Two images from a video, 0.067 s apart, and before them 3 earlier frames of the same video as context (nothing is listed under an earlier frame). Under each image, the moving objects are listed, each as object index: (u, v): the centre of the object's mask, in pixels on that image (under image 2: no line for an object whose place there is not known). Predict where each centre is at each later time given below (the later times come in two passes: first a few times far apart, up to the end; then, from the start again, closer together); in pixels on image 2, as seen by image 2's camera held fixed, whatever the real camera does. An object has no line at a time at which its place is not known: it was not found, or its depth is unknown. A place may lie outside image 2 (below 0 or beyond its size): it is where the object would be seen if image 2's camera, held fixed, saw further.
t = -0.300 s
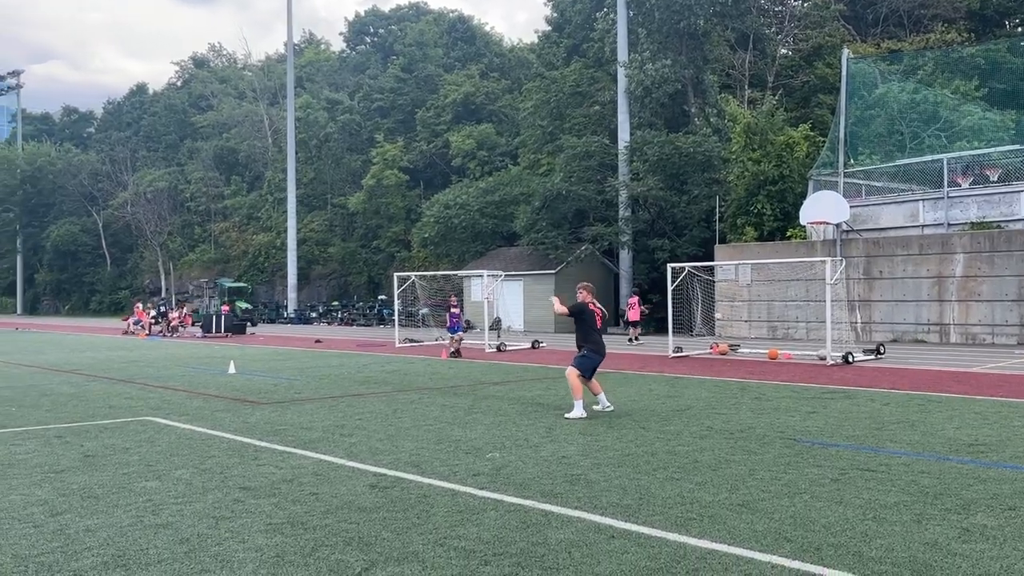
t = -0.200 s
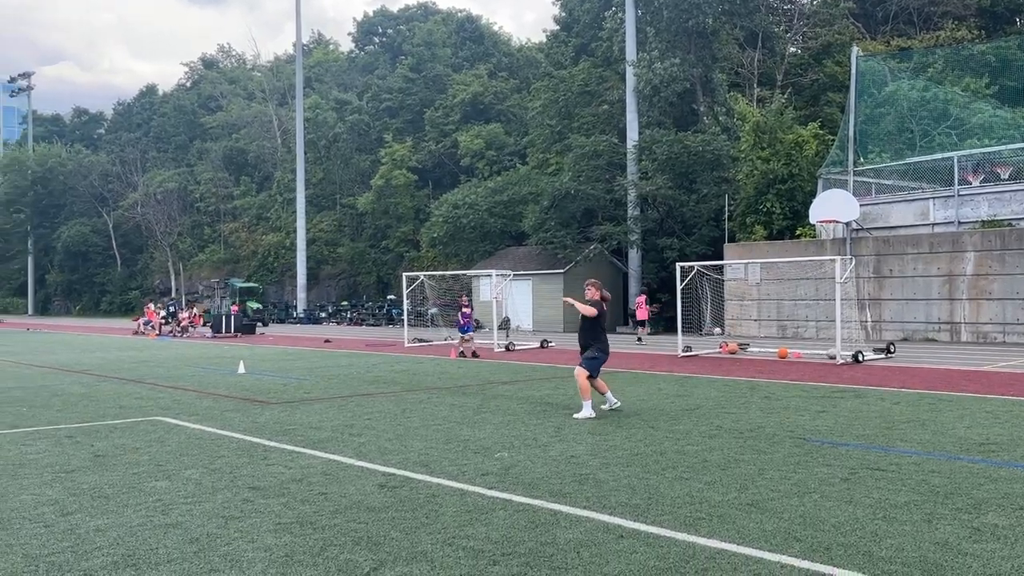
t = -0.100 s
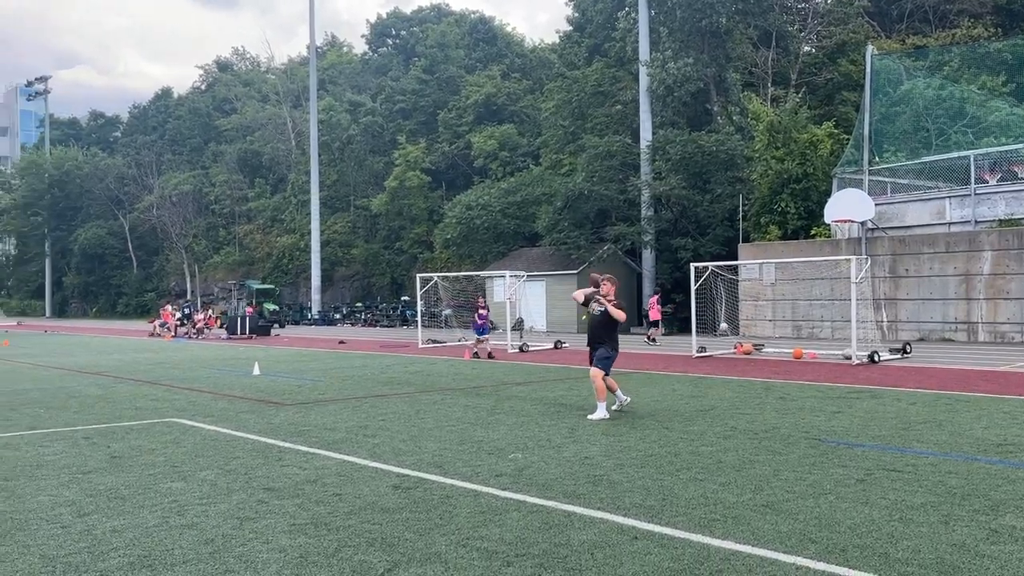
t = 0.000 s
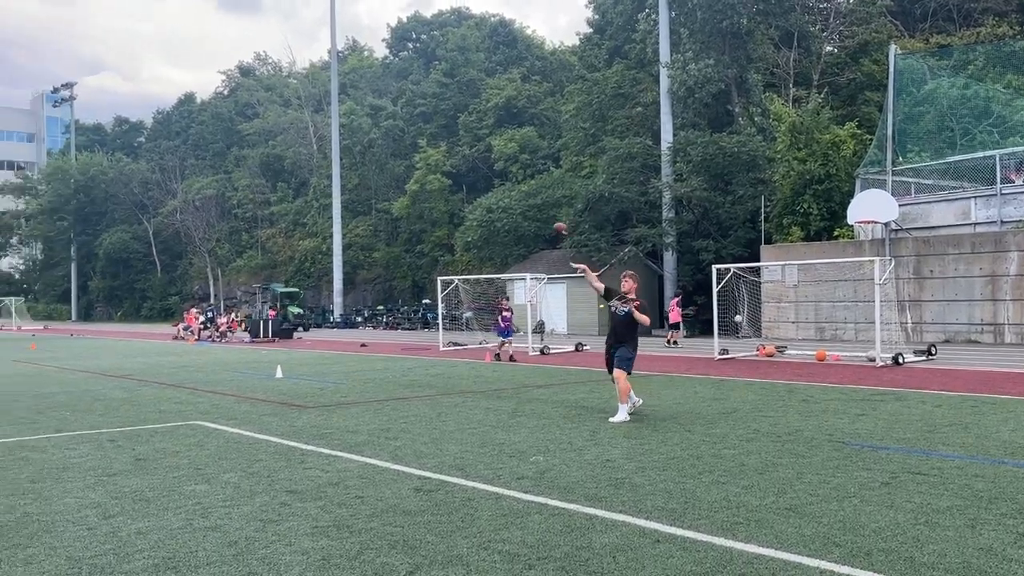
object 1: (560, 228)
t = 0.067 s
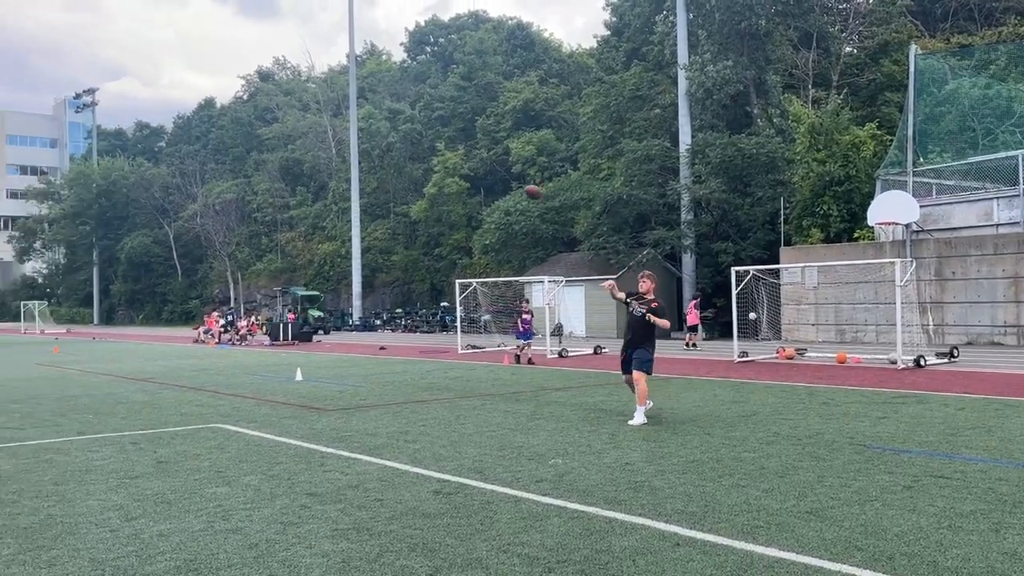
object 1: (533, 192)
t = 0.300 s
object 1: (329, 50)
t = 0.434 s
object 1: (164, -35)
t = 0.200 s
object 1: (426, 111)
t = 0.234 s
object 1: (397, 91)
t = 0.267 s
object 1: (364, 72)
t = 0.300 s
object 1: (329, 50)
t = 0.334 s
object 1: (293, 29)
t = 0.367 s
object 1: (253, 8)
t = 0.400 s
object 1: (211, -14)
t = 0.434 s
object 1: (164, -35)
